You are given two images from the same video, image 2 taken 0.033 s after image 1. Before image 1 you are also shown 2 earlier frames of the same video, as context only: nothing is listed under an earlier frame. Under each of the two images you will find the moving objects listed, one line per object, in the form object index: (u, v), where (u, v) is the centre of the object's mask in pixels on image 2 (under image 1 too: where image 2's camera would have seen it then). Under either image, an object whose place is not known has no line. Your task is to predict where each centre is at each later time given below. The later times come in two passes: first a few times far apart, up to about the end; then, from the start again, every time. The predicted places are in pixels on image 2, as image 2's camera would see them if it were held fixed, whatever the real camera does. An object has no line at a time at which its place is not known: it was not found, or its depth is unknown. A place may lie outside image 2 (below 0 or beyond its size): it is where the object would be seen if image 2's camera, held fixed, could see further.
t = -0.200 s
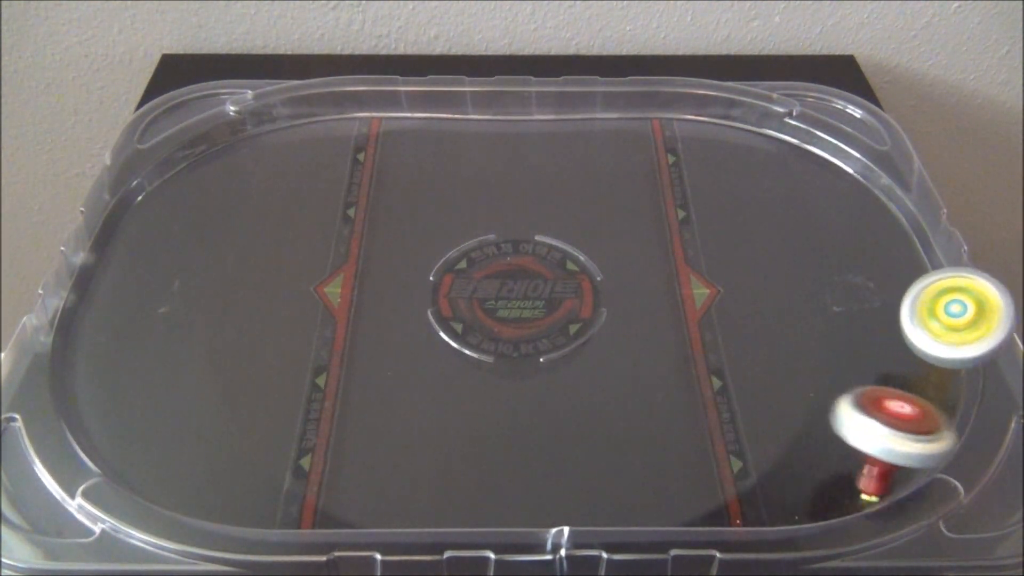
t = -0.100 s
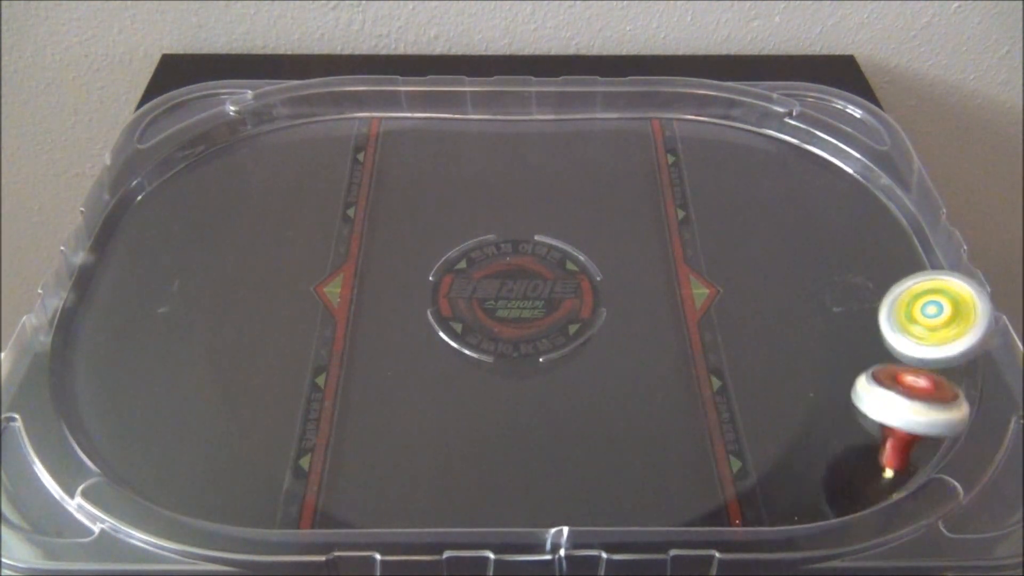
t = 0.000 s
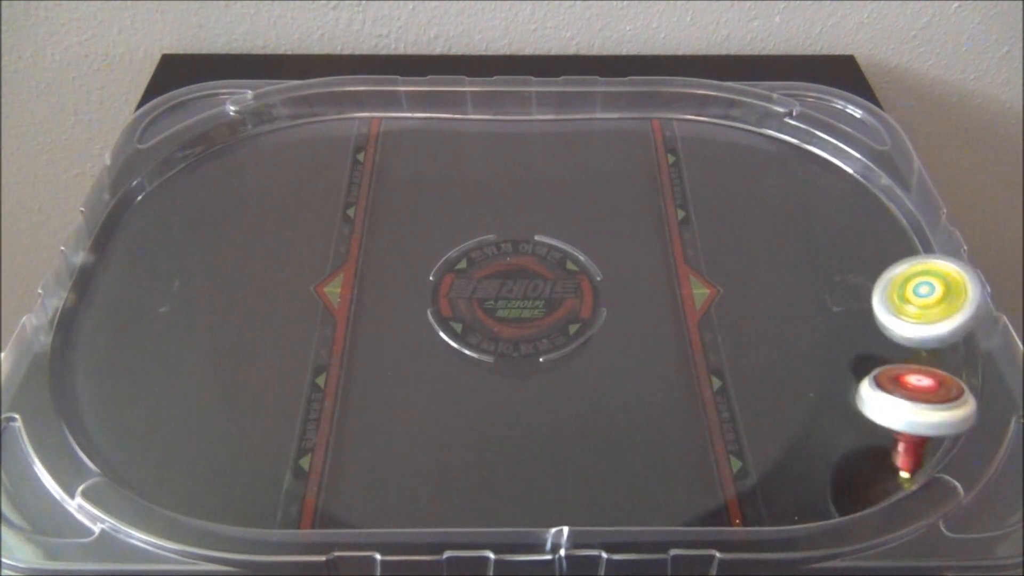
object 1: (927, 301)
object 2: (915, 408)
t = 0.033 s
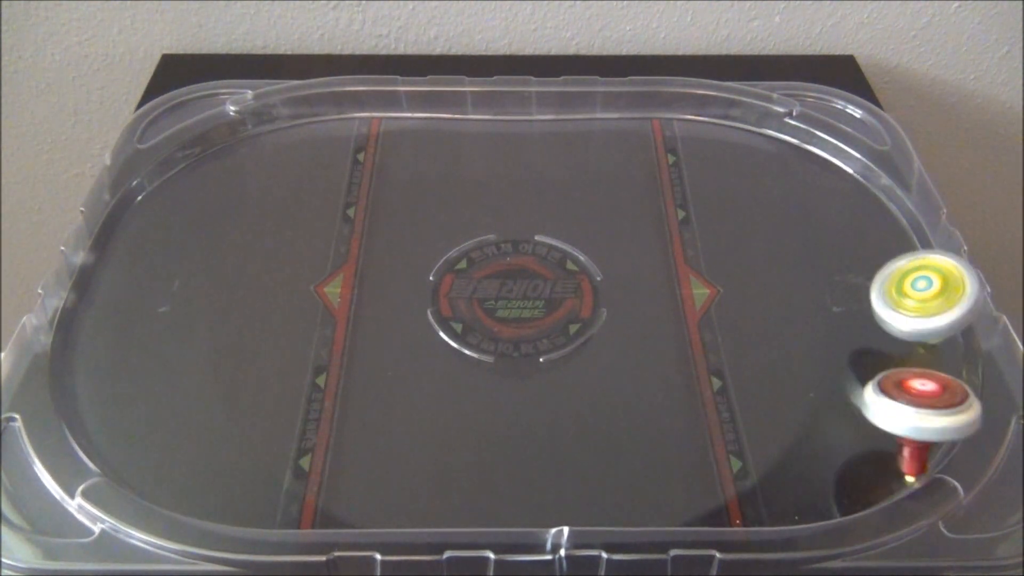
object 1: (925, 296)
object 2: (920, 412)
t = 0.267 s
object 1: (899, 299)
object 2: (888, 382)
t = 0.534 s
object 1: (877, 163)
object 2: (675, 449)
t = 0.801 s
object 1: (757, 128)
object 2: (575, 283)
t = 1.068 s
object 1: (616, 112)
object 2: (529, 164)
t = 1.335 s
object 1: (554, 87)
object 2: (409, 91)
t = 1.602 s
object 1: (509, 100)
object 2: (282, 90)
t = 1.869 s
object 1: (493, 117)
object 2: (168, 136)
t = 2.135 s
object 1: (533, 138)
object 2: (110, 194)
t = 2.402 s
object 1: (606, 198)
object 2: (59, 308)
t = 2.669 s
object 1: (672, 264)
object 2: (138, 436)
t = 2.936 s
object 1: (701, 345)
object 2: (293, 476)
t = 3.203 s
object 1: (549, 402)
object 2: (467, 475)
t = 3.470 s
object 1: (644, 126)
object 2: (140, 236)
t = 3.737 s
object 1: (612, 110)
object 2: (241, 115)
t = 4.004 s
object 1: (578, 162)
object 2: (478, 114)
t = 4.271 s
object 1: (876, 335)
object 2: (490, 96)
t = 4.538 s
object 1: (856, 375)
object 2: (468, 139)
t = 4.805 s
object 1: (811, 421)
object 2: (326, 159)
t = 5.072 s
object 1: (731, 451)
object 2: (102, 212)
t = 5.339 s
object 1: (602, 417)
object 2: (181, 312)
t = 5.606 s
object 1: (501, 335)
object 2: (208, 428)
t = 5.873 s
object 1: (439, 268)
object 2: (402, 367)
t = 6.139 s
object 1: (469, 219)
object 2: (657, 380)
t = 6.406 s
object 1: (553, 196)
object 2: (920, 343)
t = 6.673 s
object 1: (636, 224)
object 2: (879, 243)
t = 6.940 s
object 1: (675, 276)
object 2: (845, 135)
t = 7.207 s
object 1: (648, 347)
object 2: (719, 90)
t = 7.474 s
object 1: (553, 389)
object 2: (604, 90)
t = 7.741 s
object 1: (451, 365)
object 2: (418, 105)
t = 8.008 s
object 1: (403, 303)
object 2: (229, 151)
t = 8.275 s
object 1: (420, 238)
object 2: (106, 246)
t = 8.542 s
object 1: (490, 199)
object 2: (82, 385)
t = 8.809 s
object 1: (568, 201)
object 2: (233, 470)
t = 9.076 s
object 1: (629, 246)
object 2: (422, 454)
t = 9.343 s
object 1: (636, 298)
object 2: (660, 378)
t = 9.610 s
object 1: (573, 295)
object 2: (836, 321)
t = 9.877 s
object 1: (494, 294)
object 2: (755, 256)
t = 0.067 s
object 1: (923, 292)
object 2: (918, 413)
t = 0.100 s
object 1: (920, 290)
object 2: (908, 409)
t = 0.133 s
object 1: (917, 290)
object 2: (902, 403)
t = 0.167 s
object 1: (913, 291)
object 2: (896, 398)
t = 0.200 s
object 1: (909, 294)
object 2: (892, 392)
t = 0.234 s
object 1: (904, 297)
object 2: (890, 386)
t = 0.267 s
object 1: (899, 299)
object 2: (888, 382)
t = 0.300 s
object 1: (900, 279)
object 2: (879, 409)
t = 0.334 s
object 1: (901, 253)
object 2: (869, 440)
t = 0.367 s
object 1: (900, 232)
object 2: (841, 454)
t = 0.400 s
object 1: (897, 213)
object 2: (800, 461)
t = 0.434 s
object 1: (896, 197)
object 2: (765, 461)
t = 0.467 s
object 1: (891, 184)
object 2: (732, 460)
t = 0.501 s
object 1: (885, 172)
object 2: (703, 456)
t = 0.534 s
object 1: (877, 163)
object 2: (675, 449)
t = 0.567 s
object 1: (867, 154)
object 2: (651, 438)
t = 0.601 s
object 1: (856, 148)
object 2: (630, 422)
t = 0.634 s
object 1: (843, 143)
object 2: (613, 403)
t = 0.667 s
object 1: (827, 138)
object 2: (599, 382)
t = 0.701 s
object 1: (812, 135)
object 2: (589, 359)
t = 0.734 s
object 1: (794, 132)
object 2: (581, 334)
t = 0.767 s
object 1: (776, 129)
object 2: (575, 308)
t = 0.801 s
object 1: (757, 128)
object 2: (575, 283)
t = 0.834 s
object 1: (738, 127)
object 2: (577, 266)
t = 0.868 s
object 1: (718, 128)
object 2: (580, 245)
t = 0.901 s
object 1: (697, 129)
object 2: (580, 223)
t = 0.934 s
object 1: (675, 132)
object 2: (578, 200)
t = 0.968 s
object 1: (651, 133)
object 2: (575, 191)
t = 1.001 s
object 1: (629, 134)
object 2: (571, 170)
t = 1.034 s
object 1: (622, 123)
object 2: (551, 168)
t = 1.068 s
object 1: (616, 112)
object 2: (529, 164)
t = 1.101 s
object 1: (608, 103)
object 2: (510, 159)
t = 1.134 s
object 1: (600, 95)
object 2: (492, 154)
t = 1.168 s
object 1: (591, 88)
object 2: (477, 145)
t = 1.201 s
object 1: (584, 82)
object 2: (462, 135)
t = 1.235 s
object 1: (576, 77)
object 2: (447, 126)
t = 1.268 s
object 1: (568, 82)
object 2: (433, 114)
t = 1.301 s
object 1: (561, 84)
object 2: (420, 103)
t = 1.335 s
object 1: (554, 87)
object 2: (409, 91)
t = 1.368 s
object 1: (547, 91)
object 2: (397, 78)
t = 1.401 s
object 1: (541, 93)
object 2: (384, 81)
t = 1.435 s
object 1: (534, 95)
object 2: (370, 82)
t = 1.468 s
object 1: (528, 97)
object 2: (357, 88)
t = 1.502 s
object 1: (523, 97)
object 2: (341, 88)
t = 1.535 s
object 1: (518, 98)
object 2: (323, 91)
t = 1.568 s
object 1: (513, 99)
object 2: (304, 93)
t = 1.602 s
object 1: (509, 100)
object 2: (282, 90)
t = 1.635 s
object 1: (505, 100)
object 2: (264, 92)
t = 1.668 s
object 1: (500, 107)
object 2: (248, 101)
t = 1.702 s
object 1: (497, 102)
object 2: (233, 107)
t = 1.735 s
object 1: (495, 103)
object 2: (217, 110)
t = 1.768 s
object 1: (493, 105)
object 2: (204, 116)
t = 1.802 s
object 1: (492, 112)
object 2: (192, 124)
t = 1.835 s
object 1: (492, 108)
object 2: (179, 130)
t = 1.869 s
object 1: (493, 117)
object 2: (168, 136)
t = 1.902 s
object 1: (495, 119)
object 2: (161, 144)
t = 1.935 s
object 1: (498, 121)
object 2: (151, 152)
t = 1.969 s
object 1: (502, 124)
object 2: (143, 160)
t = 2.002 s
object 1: (506, 127)
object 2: (135, 161)
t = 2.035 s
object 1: (512, 131)
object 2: (127, 168)
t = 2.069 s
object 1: (518, 129)
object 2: (120, 176)
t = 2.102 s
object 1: (525, 133)
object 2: (115, 185)
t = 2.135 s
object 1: (533, 138)
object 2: (110, 194)
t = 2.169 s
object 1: (541, 143)
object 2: (103, 204)
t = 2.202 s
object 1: (550, 149)
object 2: (99, 215)
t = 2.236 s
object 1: (559, 165)
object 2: (95, 227)
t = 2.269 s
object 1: (568, 161)
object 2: (88, 240)
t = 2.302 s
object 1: (577, 172)
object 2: (77, 256)
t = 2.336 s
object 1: (587, 182)
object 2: (73, 270)
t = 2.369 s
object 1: (597, 189)
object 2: (66, 288)
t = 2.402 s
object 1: (606, 198)
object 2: (59, 308)
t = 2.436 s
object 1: (615, 205)
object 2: (61, 326)
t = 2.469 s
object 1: (625, 206)
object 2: (60, 344)
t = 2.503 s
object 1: (634, 216)
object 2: (63, 365)
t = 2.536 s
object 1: (643, 225)
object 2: (77, 381)
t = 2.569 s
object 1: (651, 234)
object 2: (87, 398)
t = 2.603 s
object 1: (659, 244)
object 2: (97, 417)
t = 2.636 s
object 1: (666, 254)
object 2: (118, 427)
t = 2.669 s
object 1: (672, 264)
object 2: (138, 436)
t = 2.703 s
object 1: (678, 274)
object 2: (155, 450)
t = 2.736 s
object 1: (684, 284)
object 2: (175, 462)
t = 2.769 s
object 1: (688, 294)
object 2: (198, 463)
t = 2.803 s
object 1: (693, 305)
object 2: (220, 465)
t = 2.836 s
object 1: (696, 315)
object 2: (240, 470)
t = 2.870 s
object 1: (698, 325)
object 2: (258, 477)
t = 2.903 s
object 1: (700, 335)
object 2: (275, 478)
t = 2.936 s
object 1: (701, 345)
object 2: (293, 476)
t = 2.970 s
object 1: (702, 354)
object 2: (312, 476)
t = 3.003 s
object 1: (701, 363)
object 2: (332, 479)
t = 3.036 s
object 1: (699, 371)
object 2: (354, 478)
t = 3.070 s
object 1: (695, 379)
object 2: (376, 477)
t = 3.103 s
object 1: (681, 389)
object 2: (400, 477)
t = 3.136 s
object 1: (634, 392)
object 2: (424, 477)
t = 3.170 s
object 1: (587, 402)
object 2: (447, 473)
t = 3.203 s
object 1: (549, 402)
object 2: (467, 475)
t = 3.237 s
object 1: (562, 359)
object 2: (413, 452)
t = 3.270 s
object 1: (585, 311)
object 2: (355, 408)
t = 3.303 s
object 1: (603, 269)
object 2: (304, 380)
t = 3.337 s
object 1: (618, 231)
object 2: (263, 361)
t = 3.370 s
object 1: (630, 199)
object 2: (223, 314)
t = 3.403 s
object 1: (638, 171)
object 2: (190, 282)
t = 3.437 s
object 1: (642, 147)
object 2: (165, 266)
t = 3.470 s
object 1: (644, 126)
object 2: (140, 236)
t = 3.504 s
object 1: (643, 108)
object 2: (120, 215)
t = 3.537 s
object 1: (641, 94)
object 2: (104, 192)
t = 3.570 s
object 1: (637, 83)
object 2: (119, 169)
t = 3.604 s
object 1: (630, 77)
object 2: (142, 159)
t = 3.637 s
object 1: (626, 84)
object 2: (166, 143)
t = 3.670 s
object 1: (622, 92)
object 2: (191, 133)
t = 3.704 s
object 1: (617, 103)
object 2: (215, 123)
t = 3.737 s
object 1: (612, 110)
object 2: (241, 115)
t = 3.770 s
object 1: (606, 120)
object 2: (270, 111)
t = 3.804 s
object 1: (600, 129)
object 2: (299, 101)
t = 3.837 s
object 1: (594, 136)
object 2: (328, 92)
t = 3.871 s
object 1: (589, 143)
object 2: (359, 84)
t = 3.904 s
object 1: (584, 150)
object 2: (388, 75)
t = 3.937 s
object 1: (581, 155)
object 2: (418, 82)
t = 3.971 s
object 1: (578, 158)
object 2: (449, 99)
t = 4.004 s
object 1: (578, 162)
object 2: (478, 114)
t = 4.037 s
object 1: (578, 169)
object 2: (508, 125)
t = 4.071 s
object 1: (605, 180)
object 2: (517, 125)
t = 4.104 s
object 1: (654, 221)
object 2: (507, 116)
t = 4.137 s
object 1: (702, 235)
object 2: (500, 103)
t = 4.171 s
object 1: (748, 266)
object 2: (495, 93)
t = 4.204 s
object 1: (793, 291)
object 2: (492, 84)
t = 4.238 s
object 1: (836, 313)
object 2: (491, 89)
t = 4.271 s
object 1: (876, 335)
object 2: (490, 96)
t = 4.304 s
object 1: (914, 357)
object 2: (489, 104)
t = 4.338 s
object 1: (949, 377)
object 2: (488, 110)
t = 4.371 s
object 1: (958, 381)
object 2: (485, 116)
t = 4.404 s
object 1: (935, 380)
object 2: (484, 124)
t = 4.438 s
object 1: (910, 384)
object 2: (482, 127)
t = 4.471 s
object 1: (890, 378)
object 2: (478, 132)
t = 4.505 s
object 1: (872, 376)
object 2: (474, 137)
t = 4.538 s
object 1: (856, 375)
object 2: (468, 139)
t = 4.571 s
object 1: (844, 373)
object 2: (460, 145)
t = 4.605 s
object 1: (834, 375)
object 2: (449, 148)
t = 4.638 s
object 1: (827, 378)
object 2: (435, 150)
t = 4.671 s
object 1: (822, 384)
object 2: (418, 153)
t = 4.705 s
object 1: (820, 392)
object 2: (397, 156)
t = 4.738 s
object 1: (818, 401)
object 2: (374, 156)
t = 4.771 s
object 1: (815, 411)
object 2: (350, 155)
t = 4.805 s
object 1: (811, 421)
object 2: (326, 159)
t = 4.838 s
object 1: (806, 432)
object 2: (299, 162)
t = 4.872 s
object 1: (799, 443)
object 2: (273, 164)
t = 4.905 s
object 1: (790, 453)
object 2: (246, 167)
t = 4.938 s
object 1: (780, 462)
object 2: (220, 175)
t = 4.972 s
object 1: (769, 465)
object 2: (192, 183)
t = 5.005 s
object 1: (756, 463)
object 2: (163, 192)
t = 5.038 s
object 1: (743, 455)
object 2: (133, 204)
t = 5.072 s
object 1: (731, 451)
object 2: (102, 212)
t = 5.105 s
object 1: (718, 449)
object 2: (106, 221)
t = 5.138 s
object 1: (703, 446)
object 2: (124, 237)
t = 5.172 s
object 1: (688, 445)
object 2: (142, 246)
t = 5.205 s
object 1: (672, 443)
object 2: (158, 258)
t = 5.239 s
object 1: (654, 438)
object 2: (170, 270)
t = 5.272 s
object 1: (636, 432)
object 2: (178, 283)
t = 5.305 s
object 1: (619, 425)
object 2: (182, 296)
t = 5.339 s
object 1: (602, 417)
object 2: (181, 312)
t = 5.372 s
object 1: (587, 409)
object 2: (178, 330)
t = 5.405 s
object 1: (572, 400)
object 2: (173, 352)
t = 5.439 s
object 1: (558, 391)
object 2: (167, 375)
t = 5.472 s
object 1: (544, 380)
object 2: (159, 401)
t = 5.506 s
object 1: (531, 369)
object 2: (150, 429)
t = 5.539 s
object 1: (520, 357)
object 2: (147, 450)
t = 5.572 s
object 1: (510, 346)
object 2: (175, 431)
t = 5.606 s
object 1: (501, 335)
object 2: (208, 428)
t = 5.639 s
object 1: (493, 323)
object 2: (234, 409)
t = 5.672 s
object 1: (488, 312)
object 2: (260, 399)
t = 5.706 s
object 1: (483, 302)
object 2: (286, 397)
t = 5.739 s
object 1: (473, 291)
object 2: (309, 383)
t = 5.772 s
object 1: (462, 288)
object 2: (334, 381)
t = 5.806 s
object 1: (451, 281)
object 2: (356, 372)
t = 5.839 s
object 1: (443, 274)
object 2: (379, 371)
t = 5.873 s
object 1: (439, 268)
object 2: (402, 367)
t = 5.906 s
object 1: (438, 261)
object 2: (426, 368)
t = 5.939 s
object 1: (438, 260)
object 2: (453, 371)
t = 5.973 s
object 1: (442, 253)
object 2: (482, 375)
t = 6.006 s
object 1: (448, 241)
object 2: (513, 377)
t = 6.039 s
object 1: (452, 234)
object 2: (549, 380)
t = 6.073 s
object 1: (456, 227)
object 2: (585, 381)
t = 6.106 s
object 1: (462, 221)
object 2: (620, 381)
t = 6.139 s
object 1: (469, 219)
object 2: (657, 380)
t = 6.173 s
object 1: (477, 214)
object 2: (692, 379)
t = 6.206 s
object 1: (486, 210)
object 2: (728, 377)
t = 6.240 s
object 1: (496, 207)
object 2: (763, 374)
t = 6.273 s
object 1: (506, 206)
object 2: (797, 370)
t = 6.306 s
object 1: (518, 201)
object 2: (830, 367)
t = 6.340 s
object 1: (529, 200)
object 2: (862, 361)
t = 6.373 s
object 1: (541, 199)
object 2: (892, 352)
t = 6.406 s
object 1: (553, 196)
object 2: (920, 343)
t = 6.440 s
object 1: (565, 197)
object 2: (948, 333)
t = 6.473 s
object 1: (577, 199)
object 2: (971, 323)
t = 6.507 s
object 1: (588, 201)
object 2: (959, 305)
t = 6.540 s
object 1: (600, 207)
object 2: (936, 294)
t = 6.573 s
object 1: (609, 210)
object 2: (917, 280)
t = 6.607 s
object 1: (619, 215)
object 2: (902, 267)
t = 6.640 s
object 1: (627, 217)
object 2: (889, 255)
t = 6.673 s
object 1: (636, 224)
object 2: (879, 243)
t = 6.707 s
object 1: (643, 227)
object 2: (871, 234)
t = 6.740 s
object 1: (650, 233)
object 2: (866, 218)
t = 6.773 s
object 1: (657, 239)
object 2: (862, 211)
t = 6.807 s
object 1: (661, 242)
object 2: (860, 196)
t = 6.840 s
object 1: (666, 249)
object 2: (858, 181)
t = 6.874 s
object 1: (670, 258)
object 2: (854, 166)
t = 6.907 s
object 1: (673, 266)
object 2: (850, 151)
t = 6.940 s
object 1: (675, 276)
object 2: (845, 135)
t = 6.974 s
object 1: (675, 285)
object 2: (834, 125)
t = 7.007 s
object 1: (676, 294)
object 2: (812, 123)
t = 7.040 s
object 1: (674, 303)
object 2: (794, 119)
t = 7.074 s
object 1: (671, 312)
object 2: (777, 112)
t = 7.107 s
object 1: (667, 321)
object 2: (763, 104)
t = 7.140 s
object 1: (662, 329)
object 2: (750, 90)
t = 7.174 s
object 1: (655, 338)
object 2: (736, 88)
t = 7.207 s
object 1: (648, 347)
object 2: (719, 90)
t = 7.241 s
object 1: (639, 356)
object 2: (704, 89)
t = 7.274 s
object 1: (629, 363)
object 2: (690, 91)
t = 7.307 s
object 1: (617, 370)
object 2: (675, 87)
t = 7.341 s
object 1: (606, 376)
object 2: (660, 81)
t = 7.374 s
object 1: (594, 380)
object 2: (646, 83)
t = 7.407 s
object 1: (581, 385)
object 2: (633, 88)
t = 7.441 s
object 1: (567, 387)
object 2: (619, 90)
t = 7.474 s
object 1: (553, 389)
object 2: (604, 90)
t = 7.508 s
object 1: (539, 389)
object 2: (587, 92)
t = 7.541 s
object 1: (524, 389)
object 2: (568, 92)
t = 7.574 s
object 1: (510, 387)
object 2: (545, 94)
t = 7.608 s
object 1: (496, 384)
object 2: (521, 96)
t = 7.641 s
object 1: (483, 380)
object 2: (496, 100)
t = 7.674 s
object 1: (472, 376)
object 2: (469, 103)
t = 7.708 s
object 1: (461, 370)
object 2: (444, 105)
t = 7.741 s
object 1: (451, 365)
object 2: (418, 105)
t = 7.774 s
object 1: (441, 359)
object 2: (393, 111)
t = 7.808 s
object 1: (432, 351)
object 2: (369, 112)
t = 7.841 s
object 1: (424, 343)
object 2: (346, 117)
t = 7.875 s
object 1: (418, 335)
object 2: (322, 121)
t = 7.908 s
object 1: (412, 327)
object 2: (300, 126)
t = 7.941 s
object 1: (408, 319)
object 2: (276, 132)
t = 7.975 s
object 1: (405, 311)
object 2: (253, 141)
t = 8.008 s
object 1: (403, 303)
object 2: (229, 151)
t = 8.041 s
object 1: (401, 294)
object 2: (205, 160)
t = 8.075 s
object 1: (401, 286)
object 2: (181, 169)
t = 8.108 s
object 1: (401, 279)
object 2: (157, 181)
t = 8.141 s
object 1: (403, 270)
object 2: (131, 192)
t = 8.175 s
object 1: (406, 262)
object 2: (107, 206)
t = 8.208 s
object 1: (410, 253)
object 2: (105, 218)
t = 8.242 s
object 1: (414, 246)
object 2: (107, 232)
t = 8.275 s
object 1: (420, 238)
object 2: (106, 246)
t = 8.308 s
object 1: (427, 231)
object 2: (102, 260)
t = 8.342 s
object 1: (435, 224)
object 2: (93, 276)
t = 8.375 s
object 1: (443, 218)
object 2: (81, 292)
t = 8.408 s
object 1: (452, 213)
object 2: (67, 311)
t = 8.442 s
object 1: (461, 208)
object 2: (59, 327)
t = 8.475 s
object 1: (470, 204)
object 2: (67, 351)
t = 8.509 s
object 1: (480, 203)
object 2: (76, 368)
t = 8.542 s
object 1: (490, 199)
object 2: (82, 385)
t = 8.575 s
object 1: (500, 198)
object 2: (92, 396)
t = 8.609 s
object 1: (511, 195)
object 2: (114, 407)
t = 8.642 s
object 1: (521, 197)
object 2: (131, 422)
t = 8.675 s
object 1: (530, 198)
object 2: (147, 436)
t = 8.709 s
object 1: (540, 198)
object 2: (161, 450)
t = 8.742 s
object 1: (550, 198)
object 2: (185, 459)
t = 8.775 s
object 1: (559, 199)
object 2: (210, 464)
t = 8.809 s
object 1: (568, 201)
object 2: (233, 470)
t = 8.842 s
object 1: (578, 204)
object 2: (256, 471)
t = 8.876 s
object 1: (587, 208)
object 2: (278, 469)
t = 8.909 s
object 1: (595, 213)
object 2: (300, 469)
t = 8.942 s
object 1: (604, 221)
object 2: (323, 471)
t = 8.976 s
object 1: (612, 228)
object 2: (348, 474)
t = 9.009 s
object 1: (618, 233)
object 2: (371, 468)
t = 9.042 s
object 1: (624, 240)
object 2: (394, 461)
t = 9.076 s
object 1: (629, 246)
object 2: (422, 454)
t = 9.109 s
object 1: (633, 254)
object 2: (454, 446)
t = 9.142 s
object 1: (636, 257)
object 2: (487, 438)
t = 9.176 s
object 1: (639, 266)
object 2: (518, 429)
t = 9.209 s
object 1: (641, 273)
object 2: (550, 420)
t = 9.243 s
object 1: (642, 282)
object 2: (580, 409)
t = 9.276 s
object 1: (642, 290)
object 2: (608, 398)
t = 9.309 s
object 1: (640, 297)
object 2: (634, 387)
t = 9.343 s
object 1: (636, 298)
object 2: (660, 378)
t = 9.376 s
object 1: (632, 295)
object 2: (686, 378)
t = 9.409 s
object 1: (626, 292)
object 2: (712, 373)
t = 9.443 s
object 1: (619, 289)
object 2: (736, 369)
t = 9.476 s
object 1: (611, 288)
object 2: (759, 360)
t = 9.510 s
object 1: (602, 288)
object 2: (780, 351)
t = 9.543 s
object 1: (592, 290)
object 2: (800, 342)
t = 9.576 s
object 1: (582, 292)
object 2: (819, 332)
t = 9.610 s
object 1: (573, 295)
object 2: (836, 321)
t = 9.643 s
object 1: (564, 299)
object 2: (852, 310)
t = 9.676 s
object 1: (557, 303)
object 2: (867, 298)
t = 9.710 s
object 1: (548, 305)
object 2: (880, 286)
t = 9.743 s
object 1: (538, 305)
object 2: (892, 272)
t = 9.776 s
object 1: (527, 303)
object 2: (902, 260)
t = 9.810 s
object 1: (516, 301)
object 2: (912, 244)
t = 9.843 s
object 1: (507, 298)
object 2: (861, 252)
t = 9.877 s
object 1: (494, 294)
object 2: (755, 256)
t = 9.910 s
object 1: (485, 289)
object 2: (638, 276)
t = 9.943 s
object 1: (440, 282)
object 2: (563, 301)
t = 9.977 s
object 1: (366, 269)
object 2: (531, 324)
